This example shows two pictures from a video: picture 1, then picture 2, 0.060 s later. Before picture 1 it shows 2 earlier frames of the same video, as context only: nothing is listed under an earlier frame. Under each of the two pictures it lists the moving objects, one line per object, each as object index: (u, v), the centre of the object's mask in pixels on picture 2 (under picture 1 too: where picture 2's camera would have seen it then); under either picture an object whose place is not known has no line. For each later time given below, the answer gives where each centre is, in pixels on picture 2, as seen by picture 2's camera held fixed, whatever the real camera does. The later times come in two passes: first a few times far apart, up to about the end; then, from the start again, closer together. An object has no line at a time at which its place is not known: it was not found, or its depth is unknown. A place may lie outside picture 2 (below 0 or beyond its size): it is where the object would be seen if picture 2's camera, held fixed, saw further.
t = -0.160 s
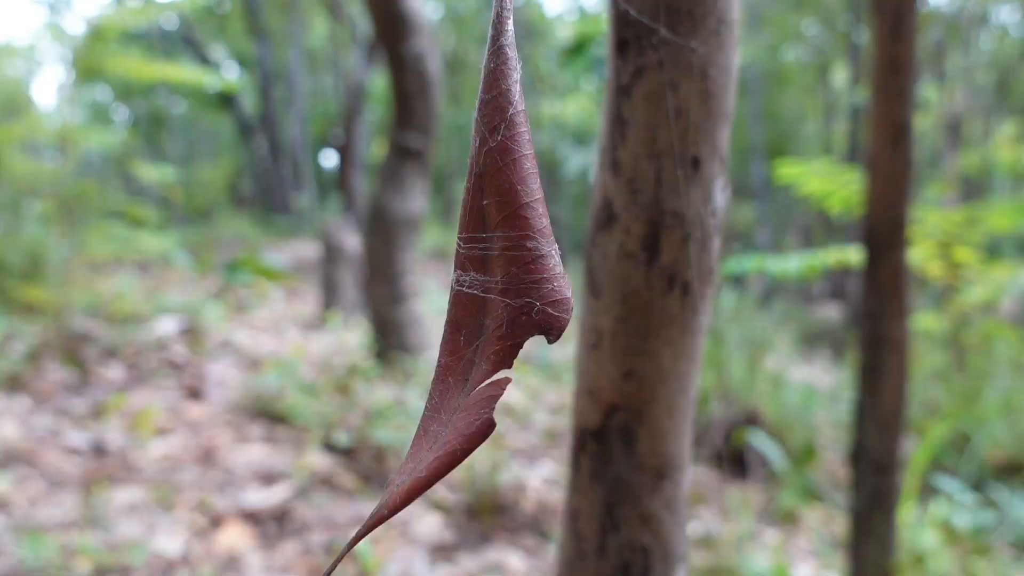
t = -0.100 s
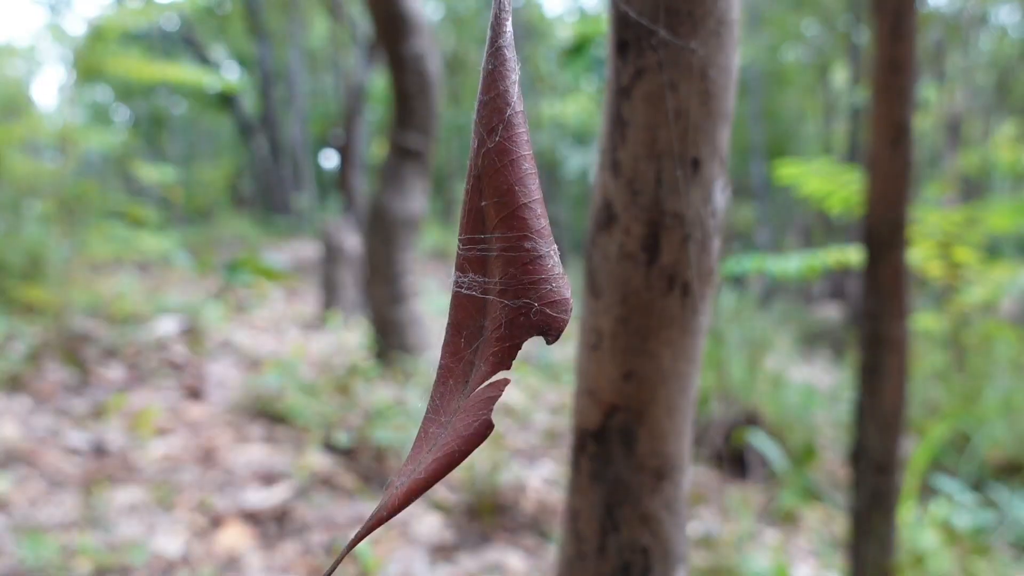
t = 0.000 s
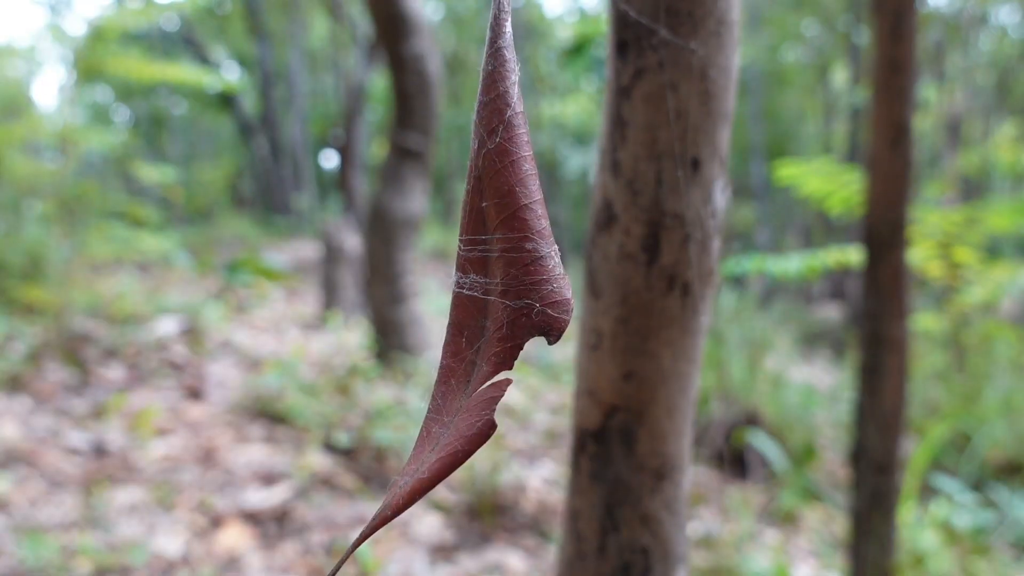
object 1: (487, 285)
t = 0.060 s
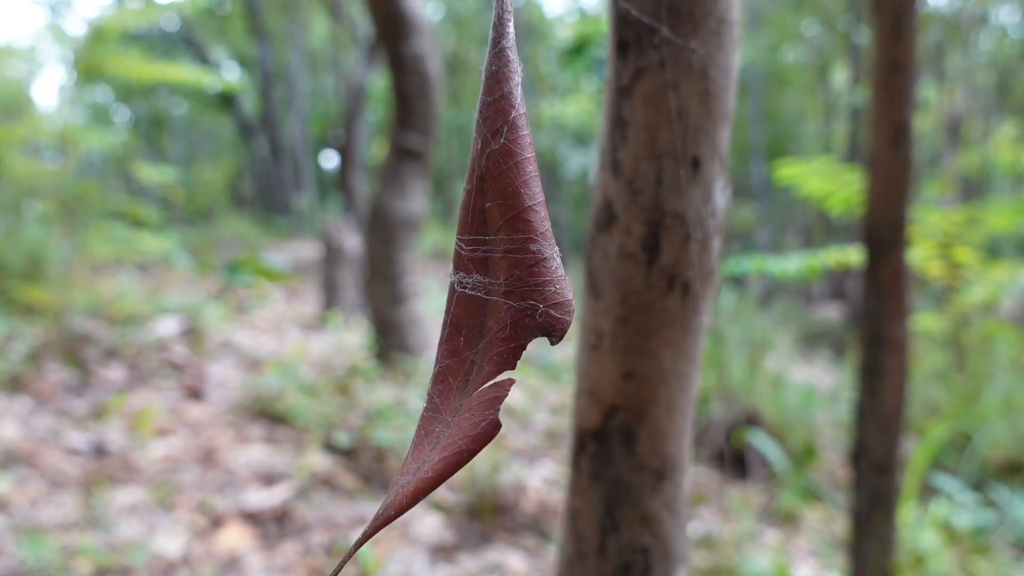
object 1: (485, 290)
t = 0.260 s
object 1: (479, 289)
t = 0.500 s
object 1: (493, 289)
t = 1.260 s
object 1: (454, 295)
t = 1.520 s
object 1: (453, 293)
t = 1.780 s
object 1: (487, 294)
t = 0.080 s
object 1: (484, 291)
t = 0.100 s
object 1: (482, 292)
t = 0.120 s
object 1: (481, 293)
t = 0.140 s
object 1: (480, 293)
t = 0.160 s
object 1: (479, 293)
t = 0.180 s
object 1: (478, 293)
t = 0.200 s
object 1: (478, 292)
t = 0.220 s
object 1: (478, 291)
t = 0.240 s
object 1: (478, 290)
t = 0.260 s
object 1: (479, 289)
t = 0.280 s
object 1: (480, 288)
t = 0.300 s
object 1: (481, 287)
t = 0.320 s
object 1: (482, 287)
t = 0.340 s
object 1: (484, 287)
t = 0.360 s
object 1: (485, 287)
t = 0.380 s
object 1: (486, 288)
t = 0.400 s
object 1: (487, 288)
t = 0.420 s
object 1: (489, 288)
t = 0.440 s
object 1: (490, 289)
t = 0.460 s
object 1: (491, 289)
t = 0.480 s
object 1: (492, 289)
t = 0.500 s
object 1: (493, 289)
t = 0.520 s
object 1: (494, 290)
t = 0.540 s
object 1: (495, 290)
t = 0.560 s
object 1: (494, 291)
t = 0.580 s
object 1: (494, 290)
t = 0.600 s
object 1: (493, 290)
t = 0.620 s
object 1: (491, 290)
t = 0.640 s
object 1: (490, 290)
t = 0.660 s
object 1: (488, 290)
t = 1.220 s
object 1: (458, 296)
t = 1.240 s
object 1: (457, 296)
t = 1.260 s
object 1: (454, 295)
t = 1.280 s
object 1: (451, 294)
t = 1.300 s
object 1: (447, 293)
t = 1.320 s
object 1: (443, 292)
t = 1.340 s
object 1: (439, 292)
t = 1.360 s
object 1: (436, 292)
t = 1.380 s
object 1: (435, 293)
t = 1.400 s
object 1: (435, 295)
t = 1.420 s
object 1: (437, 295)
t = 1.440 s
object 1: (440, 296)
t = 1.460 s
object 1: (444, 296)
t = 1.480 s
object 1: (448, 295)
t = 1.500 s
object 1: (451, 295)
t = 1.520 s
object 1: (453, 293)
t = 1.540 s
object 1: (453, 290)
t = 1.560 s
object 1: (453, 286)
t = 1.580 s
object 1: (450, 283)
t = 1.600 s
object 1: (447, 281)
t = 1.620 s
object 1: (445, 282)
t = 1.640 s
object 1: (445, 283)
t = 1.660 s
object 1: (448, 286)
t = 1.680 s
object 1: (453, 288)
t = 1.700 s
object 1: (460, 290)
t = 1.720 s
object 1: (469, 292)
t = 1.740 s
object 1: (477, 294)
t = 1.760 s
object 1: (483, 295)
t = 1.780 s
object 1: (487, 294)
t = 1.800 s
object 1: (489, 292)
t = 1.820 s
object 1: (488, 289)
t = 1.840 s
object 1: (485, 284)
